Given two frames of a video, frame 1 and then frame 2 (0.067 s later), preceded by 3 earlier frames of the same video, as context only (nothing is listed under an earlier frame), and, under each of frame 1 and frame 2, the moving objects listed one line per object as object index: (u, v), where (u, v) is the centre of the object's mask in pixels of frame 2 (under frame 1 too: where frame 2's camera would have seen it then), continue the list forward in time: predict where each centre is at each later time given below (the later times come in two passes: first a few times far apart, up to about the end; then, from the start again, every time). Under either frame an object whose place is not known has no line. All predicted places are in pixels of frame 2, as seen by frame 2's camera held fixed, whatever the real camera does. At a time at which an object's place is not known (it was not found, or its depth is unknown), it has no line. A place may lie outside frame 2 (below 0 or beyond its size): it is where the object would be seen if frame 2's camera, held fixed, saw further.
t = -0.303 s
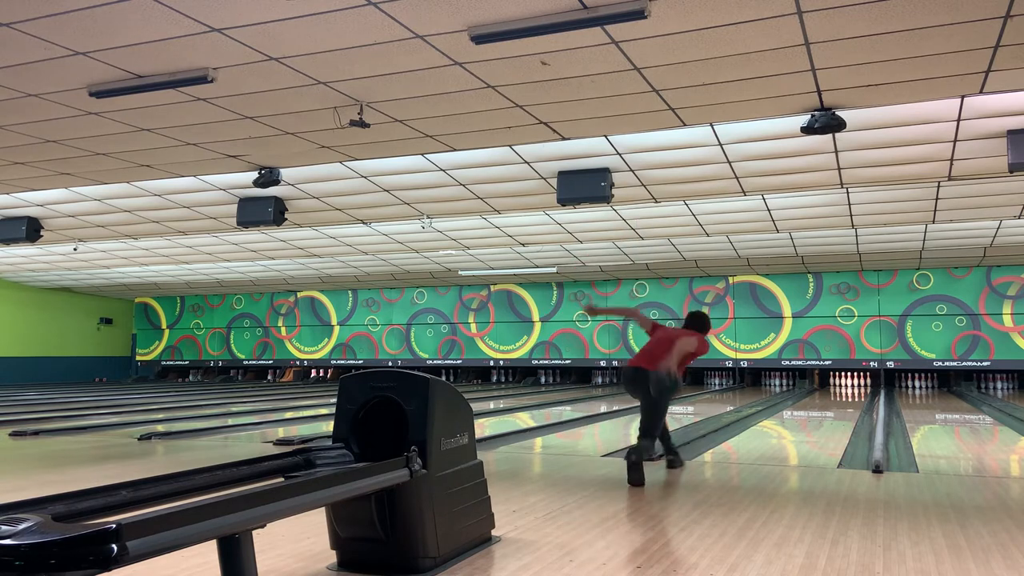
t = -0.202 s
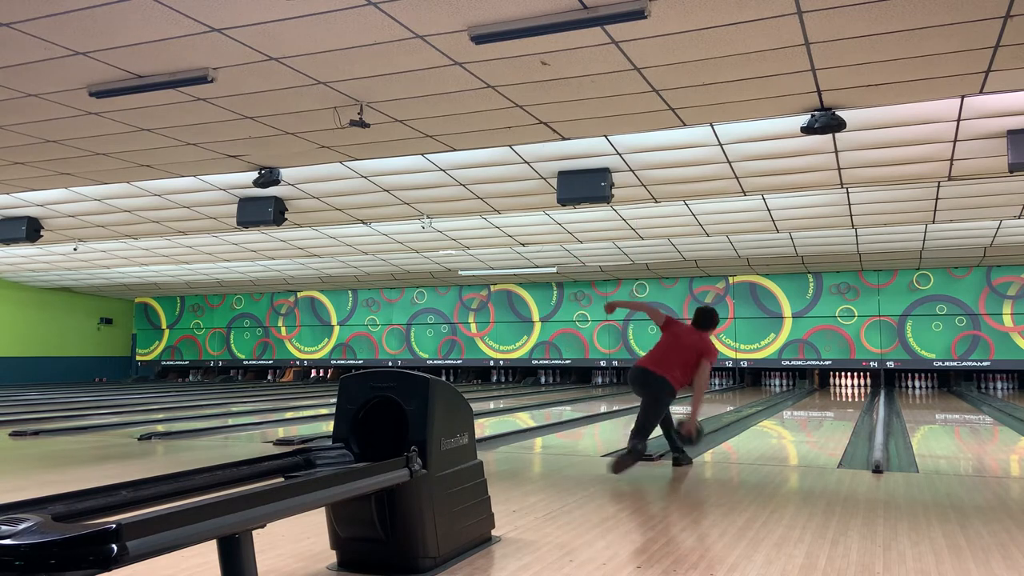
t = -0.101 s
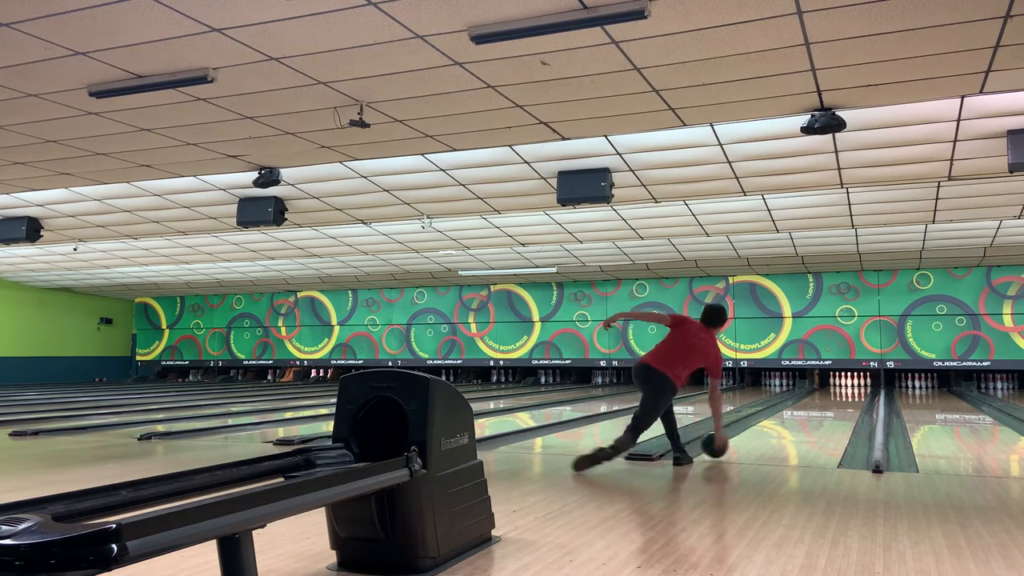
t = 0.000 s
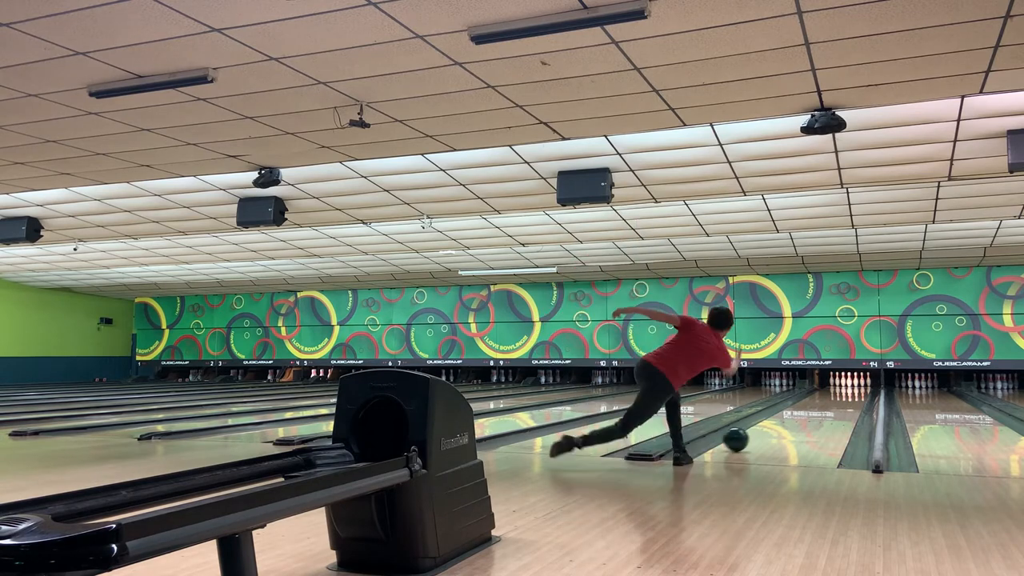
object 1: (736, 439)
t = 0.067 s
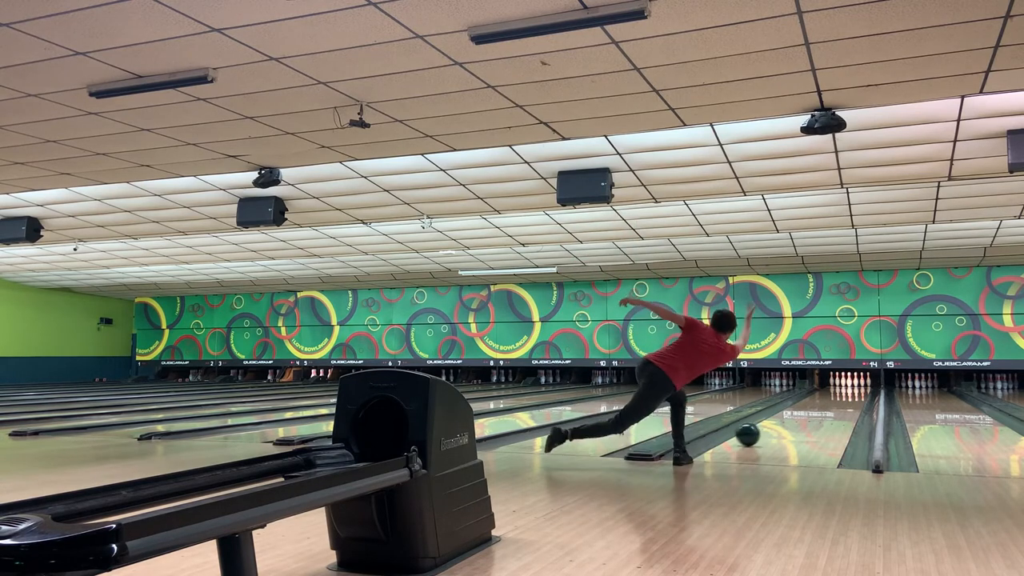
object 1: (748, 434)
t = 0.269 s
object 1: (776, 423)
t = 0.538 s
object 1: (804, 412)
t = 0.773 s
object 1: (822, 406)
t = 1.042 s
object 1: (836, 400)
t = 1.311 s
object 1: (848, 395)
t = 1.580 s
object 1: (856, 392)
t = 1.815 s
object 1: (861, 388)
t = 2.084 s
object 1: (860, 386)
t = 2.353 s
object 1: (856, 384)
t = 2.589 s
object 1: (852, 383)
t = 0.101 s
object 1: (753, 432)
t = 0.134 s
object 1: (758, 430)
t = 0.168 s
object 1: (763, 428)
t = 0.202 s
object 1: (768, 426)
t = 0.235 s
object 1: (772, 425)
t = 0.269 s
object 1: (776, 423)
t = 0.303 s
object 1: (781, 421)
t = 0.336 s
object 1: (784, 420)
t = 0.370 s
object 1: (788, 418)
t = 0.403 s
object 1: (792, 417)
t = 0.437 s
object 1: (795, 416)
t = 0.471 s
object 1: (798, 415)
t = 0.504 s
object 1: (801, 413)
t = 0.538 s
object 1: (804, 412)
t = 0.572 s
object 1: (807, 411)
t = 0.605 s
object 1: (810, 411)
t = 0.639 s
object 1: (812, 410)
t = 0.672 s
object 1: (815, 409)
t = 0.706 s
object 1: (817, 408)
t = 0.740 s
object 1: (819, 407)
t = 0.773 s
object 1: (822, 406)
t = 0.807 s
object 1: (824, 405)
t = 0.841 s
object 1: (826, 404)
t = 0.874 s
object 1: (828, 403)
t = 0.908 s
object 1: (830, 403)
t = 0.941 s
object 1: (831, 402)
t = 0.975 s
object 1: (833, 401)
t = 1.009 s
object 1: (835, 401)
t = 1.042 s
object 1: (836, 400)
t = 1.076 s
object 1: (838, 399)
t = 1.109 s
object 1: (840, 399)
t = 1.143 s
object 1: (841, 398)
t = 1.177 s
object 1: (843, 397)
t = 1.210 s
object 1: (844, 397)
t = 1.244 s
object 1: (845, 396)
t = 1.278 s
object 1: (846, 395)
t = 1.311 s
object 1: (848, 395)
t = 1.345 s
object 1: (849, 395)
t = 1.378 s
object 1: (850, 394)
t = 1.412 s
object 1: (851, 394)
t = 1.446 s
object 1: (852, 393)
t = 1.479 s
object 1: (854, 393)
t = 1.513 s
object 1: (855, 392)
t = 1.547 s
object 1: (855, 392)
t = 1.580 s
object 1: (856, 392)
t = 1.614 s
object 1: (858, 391)
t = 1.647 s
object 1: (858, 390)
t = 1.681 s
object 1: (859, 390)
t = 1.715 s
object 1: (859, 390)
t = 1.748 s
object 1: (860, 389)
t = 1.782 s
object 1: (860, 389)
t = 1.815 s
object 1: (861, 388)
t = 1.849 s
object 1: (861, 388)
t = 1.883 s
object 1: (861, 388)
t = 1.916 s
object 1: (861, 388)
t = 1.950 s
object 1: (861, 387)
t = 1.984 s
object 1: (861, 387)
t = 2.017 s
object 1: (861, 387)
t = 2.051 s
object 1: (861, 387)
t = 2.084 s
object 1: (860, 386)
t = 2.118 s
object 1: (860, 386)
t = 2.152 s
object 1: (859, 385)
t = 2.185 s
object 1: (859, 385)
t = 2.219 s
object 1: (858, 385)
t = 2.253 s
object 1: (857, 385)
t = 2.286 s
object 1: (856, 384)
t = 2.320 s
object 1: (856, 384)
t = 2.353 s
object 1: (856, 384)
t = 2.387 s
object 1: (855, 384)
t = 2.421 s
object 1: (855, 384)
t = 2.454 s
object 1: (853, 384)
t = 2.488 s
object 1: (852, 383)
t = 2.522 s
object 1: (852, 383)
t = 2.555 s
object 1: (852, 383)
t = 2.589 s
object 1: (852, 383)
